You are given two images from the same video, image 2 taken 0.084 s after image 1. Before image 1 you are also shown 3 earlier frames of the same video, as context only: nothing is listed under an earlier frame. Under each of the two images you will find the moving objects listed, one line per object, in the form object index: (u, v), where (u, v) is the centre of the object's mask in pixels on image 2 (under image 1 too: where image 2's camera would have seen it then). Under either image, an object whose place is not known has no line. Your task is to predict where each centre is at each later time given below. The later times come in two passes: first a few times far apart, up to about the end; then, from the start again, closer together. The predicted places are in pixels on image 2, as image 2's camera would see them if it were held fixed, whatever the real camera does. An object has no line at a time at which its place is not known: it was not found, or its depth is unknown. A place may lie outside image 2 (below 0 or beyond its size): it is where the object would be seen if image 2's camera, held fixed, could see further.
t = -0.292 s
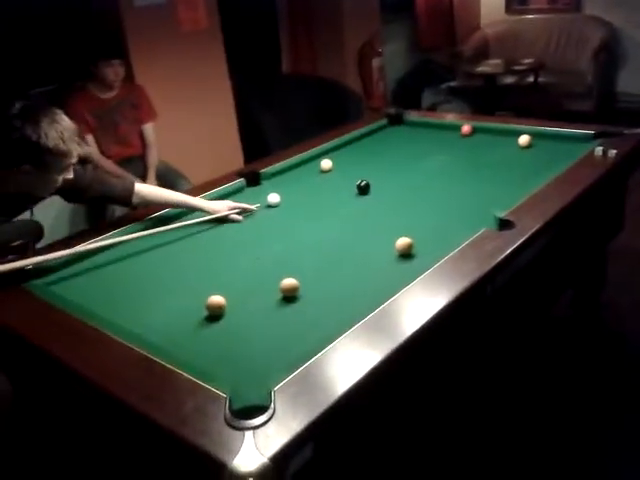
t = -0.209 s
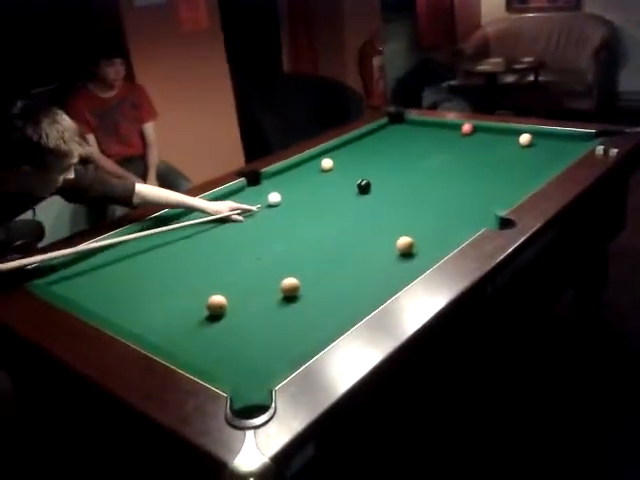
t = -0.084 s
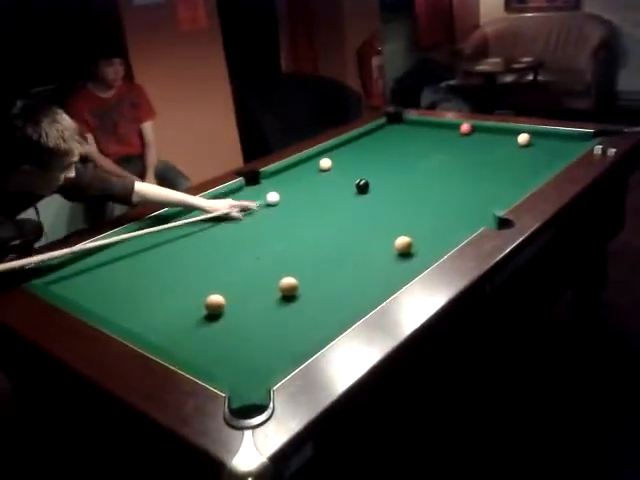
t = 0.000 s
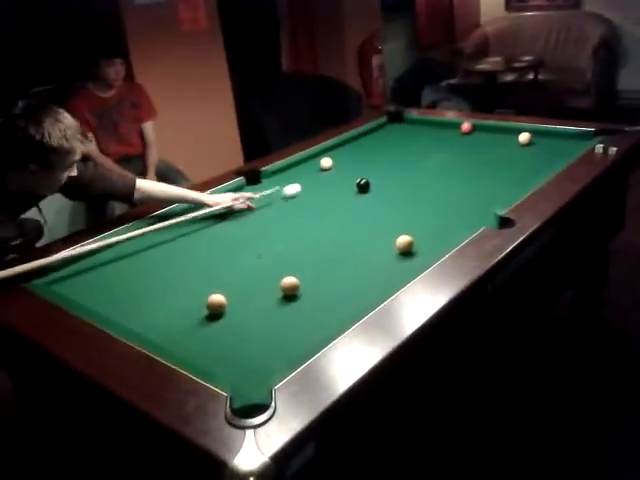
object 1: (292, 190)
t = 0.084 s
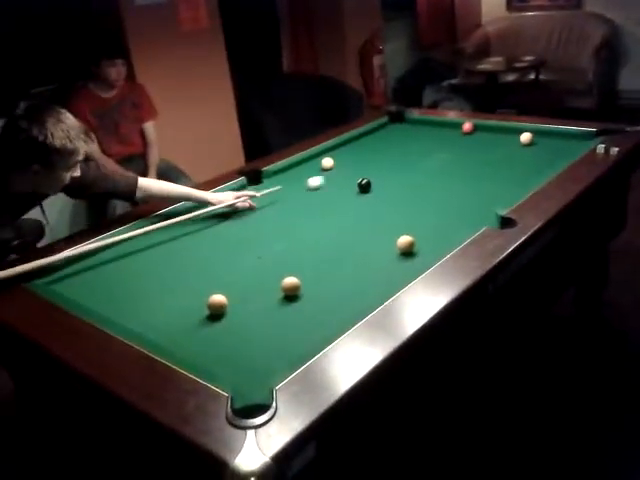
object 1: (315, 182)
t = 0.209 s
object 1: (346, 171)
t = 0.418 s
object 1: (394, 153)
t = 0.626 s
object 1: (435, 137)
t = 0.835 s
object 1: (453, 126)
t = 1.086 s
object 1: (433, 129)
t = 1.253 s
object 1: (418, 132)
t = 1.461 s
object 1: (401, 136)
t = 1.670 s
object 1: (383, 140)
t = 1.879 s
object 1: (366, 143)
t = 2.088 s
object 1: (350, 147)
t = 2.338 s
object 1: (331, 150)
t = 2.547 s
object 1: (324, 152)
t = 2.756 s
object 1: (320, 156)
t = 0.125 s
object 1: (326, 178)
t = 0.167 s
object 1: (336, 174)
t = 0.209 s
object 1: (346, 171)
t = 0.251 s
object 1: (357, 166)
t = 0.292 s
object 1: (366, 163)
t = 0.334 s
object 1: (376, 160)
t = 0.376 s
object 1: (385, 156)
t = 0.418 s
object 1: (394, 153)
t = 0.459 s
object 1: (403, 149)
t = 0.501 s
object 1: (411, 146)
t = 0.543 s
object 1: (419, 143)
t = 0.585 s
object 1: (427, 140)
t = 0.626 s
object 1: (435, 137)
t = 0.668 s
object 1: (443, 134)
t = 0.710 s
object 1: (451, 131)
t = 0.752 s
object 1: (455, 129)
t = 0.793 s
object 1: (454, 128)
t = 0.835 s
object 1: (453, 126)
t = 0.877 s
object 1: (453, 125)
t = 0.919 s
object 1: (449, 125)
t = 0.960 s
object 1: (445, 127)
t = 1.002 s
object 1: (441, 127)
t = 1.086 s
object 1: (433, 129)
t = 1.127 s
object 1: (430, 130)
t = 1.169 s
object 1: (426, 130)
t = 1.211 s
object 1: (422, 131)
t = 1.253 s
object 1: (418, 132)
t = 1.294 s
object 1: (415, 133)
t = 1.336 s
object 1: (411, 134)
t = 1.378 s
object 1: (408, 134)
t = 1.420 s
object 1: (404, 135)
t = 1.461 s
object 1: (401, 136)
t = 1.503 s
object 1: (397, 136)
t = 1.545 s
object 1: (393, 137)
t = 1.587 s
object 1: (390, 138)
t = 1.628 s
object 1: (386, 139)
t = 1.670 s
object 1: (383, 140)
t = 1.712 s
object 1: (379, 140)
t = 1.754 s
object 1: (376, 141)
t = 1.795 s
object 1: (372, 142)
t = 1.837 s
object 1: (369, 142)
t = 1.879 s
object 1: (366, 143)
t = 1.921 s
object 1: (363, 144)
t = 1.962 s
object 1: (359, 144)
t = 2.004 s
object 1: (356, 145)
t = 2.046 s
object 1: (353, 146)
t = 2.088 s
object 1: (350, 147)
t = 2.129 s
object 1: (347, 147)
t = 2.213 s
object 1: (340, 148)
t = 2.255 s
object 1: (337, 149)
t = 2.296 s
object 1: (334, 150)
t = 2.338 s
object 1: (331, 150)
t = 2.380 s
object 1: (328, 151)
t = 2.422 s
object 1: (325, 152)
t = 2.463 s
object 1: (325, 152)
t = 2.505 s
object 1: (324, 152)
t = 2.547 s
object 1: (324, 152)
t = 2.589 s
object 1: (323, 153)
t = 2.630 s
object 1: (322, 154)
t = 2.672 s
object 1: (322, 155)
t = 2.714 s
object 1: (321, 155)
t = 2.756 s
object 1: (320, 156)
